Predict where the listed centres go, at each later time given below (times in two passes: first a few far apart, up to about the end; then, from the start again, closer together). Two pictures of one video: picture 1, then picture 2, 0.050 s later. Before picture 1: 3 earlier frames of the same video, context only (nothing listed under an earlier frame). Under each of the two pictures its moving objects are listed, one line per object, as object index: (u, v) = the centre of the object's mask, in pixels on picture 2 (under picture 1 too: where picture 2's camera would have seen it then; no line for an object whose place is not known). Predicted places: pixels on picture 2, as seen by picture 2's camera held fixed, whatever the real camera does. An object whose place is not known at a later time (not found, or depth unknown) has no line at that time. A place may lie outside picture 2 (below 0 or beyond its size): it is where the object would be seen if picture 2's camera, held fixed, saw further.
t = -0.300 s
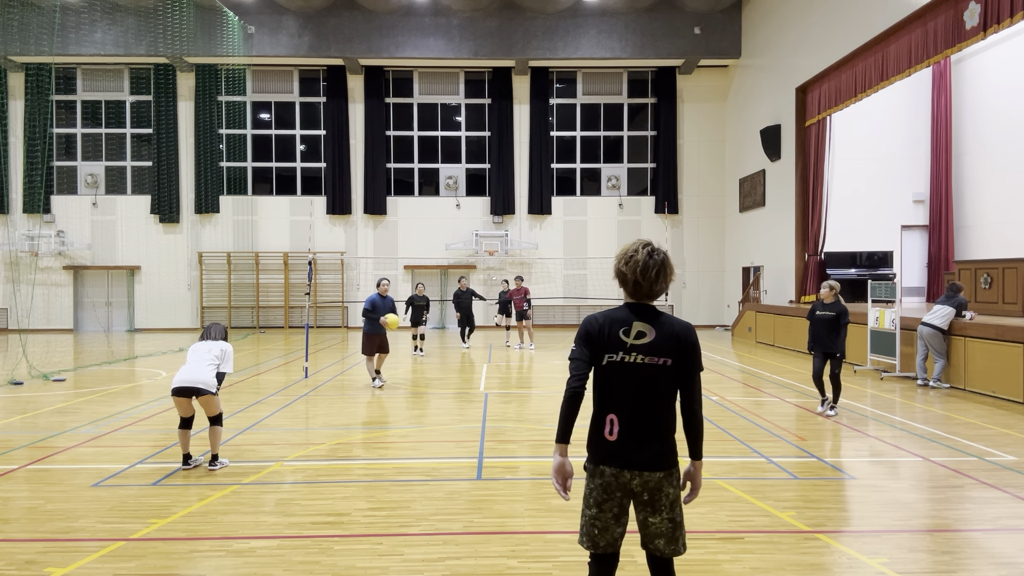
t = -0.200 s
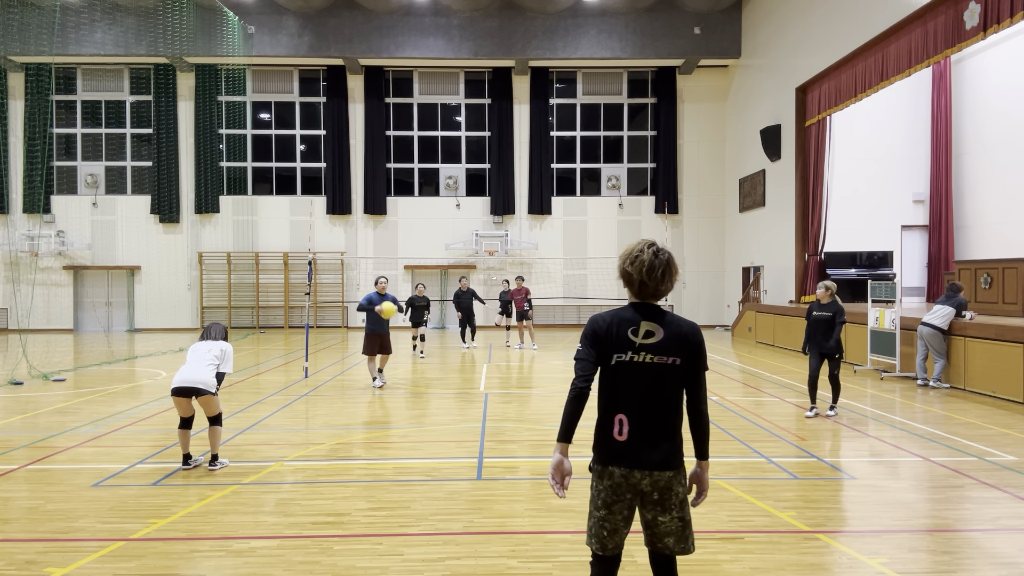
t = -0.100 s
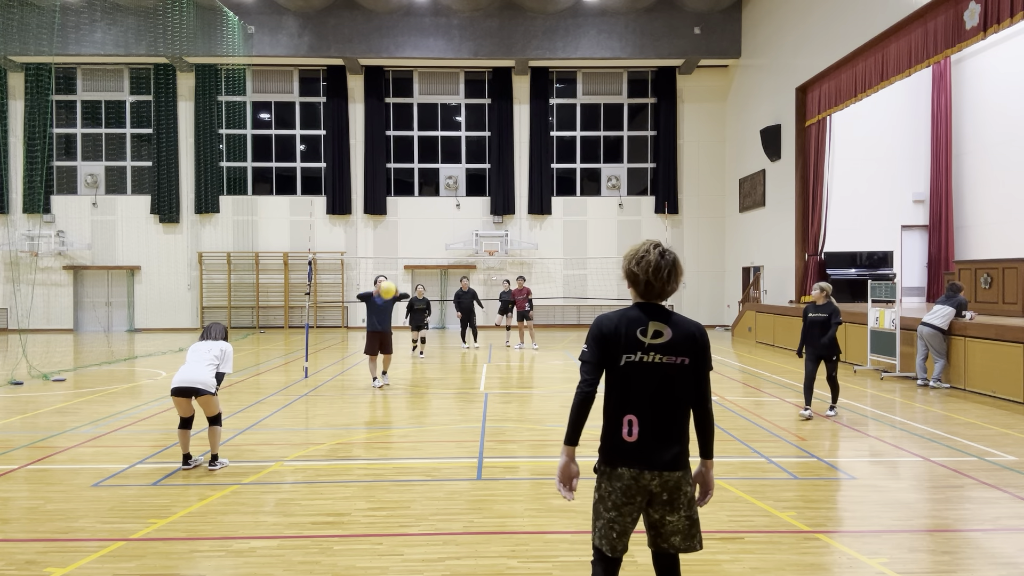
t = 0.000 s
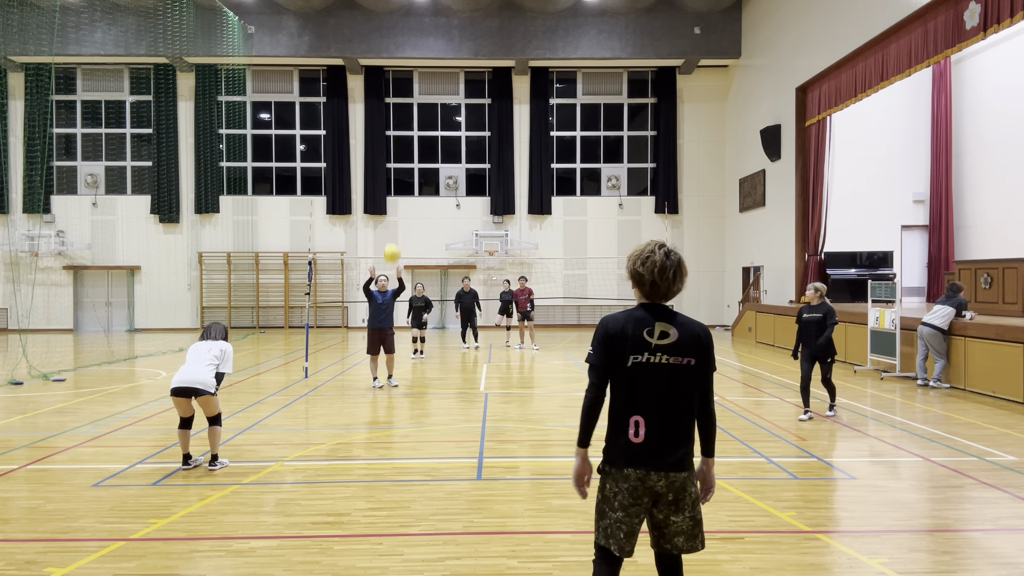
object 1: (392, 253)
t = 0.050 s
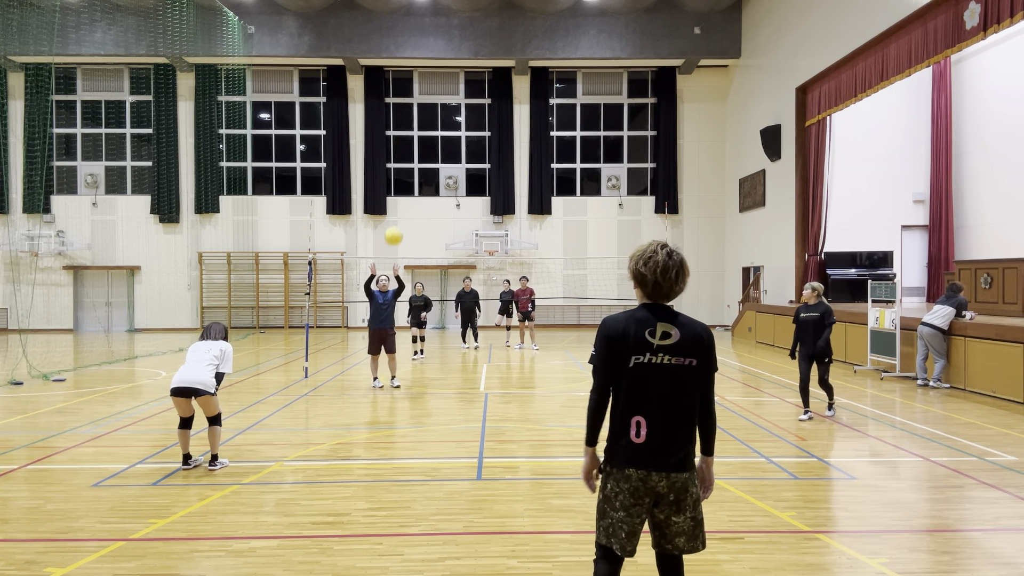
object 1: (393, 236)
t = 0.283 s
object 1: (403, 166)
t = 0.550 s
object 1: (418, 122)
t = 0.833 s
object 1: (444, 143)
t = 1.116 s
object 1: (481, 273)
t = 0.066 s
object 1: (394, 230)
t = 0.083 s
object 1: (395, 224)
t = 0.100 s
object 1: (396, 219)
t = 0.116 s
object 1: (396, 213)
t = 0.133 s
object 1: (397, 208)
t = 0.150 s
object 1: (398, 202)
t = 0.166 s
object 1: (398, 197)
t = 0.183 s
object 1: (399, 192)
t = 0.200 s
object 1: (399, 187)
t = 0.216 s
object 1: (400, 184)
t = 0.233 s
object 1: (401, 179)
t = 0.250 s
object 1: (402, 175)
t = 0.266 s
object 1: (402, 170)
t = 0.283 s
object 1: (403, 166)
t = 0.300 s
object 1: (404, 162)
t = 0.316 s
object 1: (404, 158)
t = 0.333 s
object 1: (405, 154)
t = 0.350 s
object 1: (406, 151)
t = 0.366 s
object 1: (406, 147)
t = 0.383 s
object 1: (408, 144)
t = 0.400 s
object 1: (408, 141)
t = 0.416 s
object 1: (410, 138)
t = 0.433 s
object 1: (411, 135)
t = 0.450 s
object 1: (412, 133)
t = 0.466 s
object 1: (413, 130)
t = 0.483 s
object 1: (414, 128)
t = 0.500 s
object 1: (415, 126)
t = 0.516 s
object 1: (416, 124)
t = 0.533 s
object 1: (417, 123)
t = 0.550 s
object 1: (418, 122)
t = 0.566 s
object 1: (420, 121)
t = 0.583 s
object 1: (421, 120)
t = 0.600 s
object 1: (422, 119)
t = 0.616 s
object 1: (424, 119)
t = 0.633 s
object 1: (425, 119)
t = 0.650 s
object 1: (426, 119)
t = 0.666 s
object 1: (428, 120)
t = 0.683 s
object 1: (429, 121)
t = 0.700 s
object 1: (431, 122)
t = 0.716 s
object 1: (432, 123)
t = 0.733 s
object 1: (434, 125)
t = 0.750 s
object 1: (435, 128)
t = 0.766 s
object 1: (437, 130)
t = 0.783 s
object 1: (439, 133)
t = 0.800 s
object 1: (440, 136)
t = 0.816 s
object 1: (442, 139)
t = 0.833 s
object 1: (444, 143)
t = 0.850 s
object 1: (446, 148)
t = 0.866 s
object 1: (447, 151)
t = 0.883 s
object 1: (449, 156)
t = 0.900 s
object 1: (451, 162)
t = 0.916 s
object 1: (453, 168)
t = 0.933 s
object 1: (456, 174)
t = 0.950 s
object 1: (458, 181)
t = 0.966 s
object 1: (460, 187)
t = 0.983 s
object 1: (462, 194)
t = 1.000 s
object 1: (464, 203)
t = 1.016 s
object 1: (467, 211)
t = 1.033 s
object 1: (469, 220)
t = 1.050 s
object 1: (472, 230)
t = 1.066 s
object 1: (473, 240)
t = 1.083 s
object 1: (476, 251)
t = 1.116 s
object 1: (481, 273)
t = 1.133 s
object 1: (485, 286)
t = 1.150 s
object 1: (487, 300)
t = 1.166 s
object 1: (490, 312)
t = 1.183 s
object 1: (493, 325)
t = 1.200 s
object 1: (496, 341)
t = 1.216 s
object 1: (499, 355)
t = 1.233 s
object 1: (503, 372)
